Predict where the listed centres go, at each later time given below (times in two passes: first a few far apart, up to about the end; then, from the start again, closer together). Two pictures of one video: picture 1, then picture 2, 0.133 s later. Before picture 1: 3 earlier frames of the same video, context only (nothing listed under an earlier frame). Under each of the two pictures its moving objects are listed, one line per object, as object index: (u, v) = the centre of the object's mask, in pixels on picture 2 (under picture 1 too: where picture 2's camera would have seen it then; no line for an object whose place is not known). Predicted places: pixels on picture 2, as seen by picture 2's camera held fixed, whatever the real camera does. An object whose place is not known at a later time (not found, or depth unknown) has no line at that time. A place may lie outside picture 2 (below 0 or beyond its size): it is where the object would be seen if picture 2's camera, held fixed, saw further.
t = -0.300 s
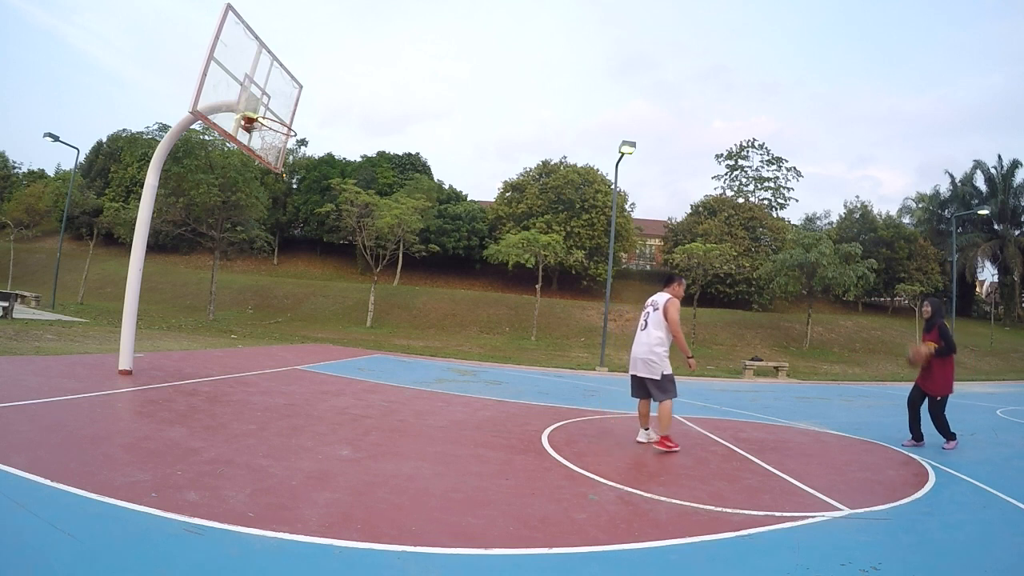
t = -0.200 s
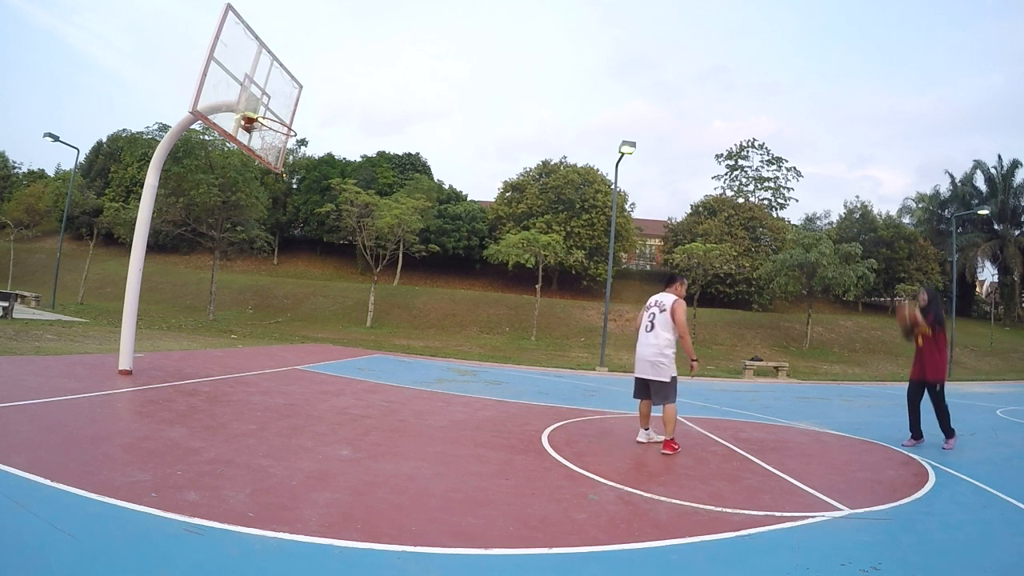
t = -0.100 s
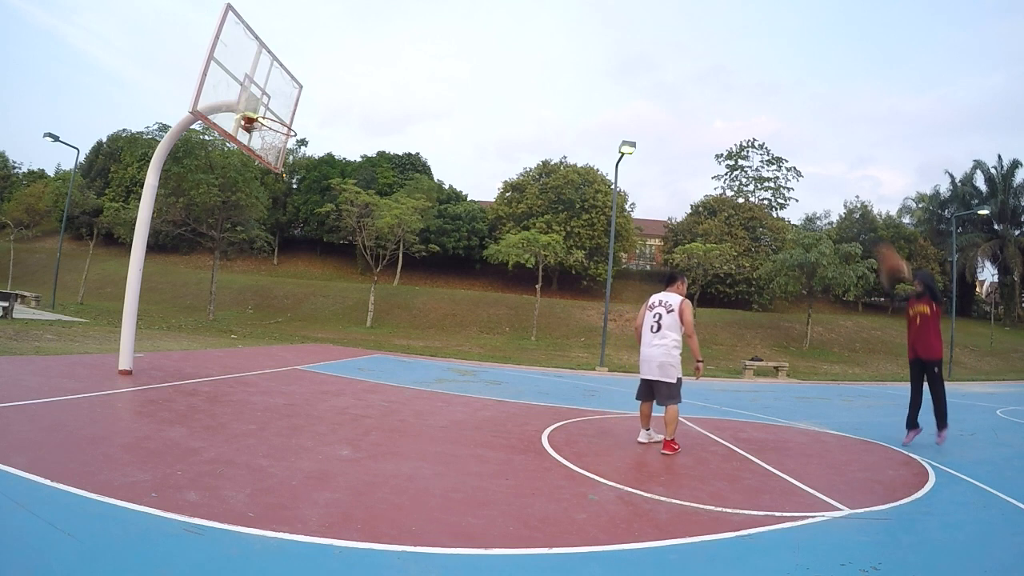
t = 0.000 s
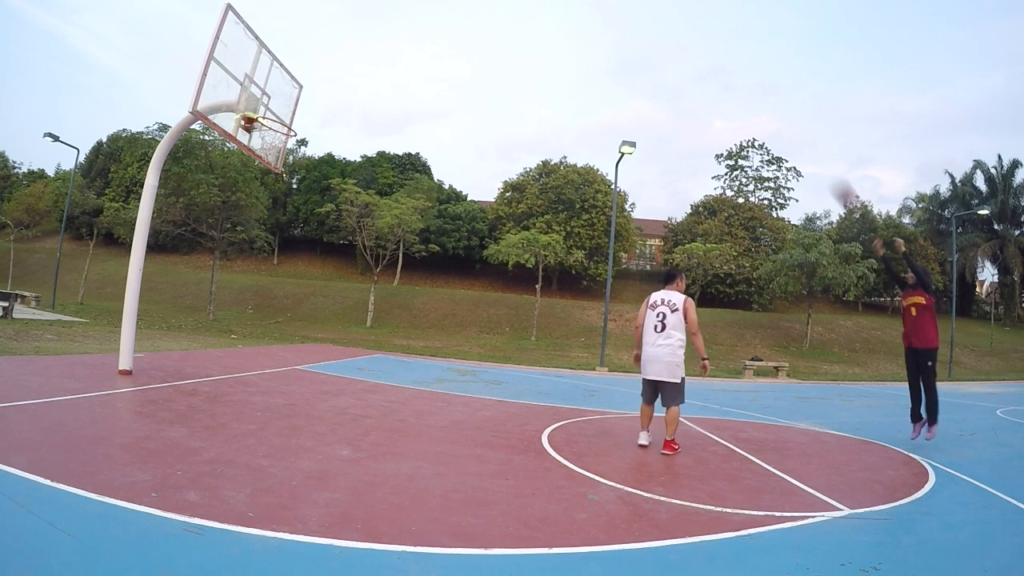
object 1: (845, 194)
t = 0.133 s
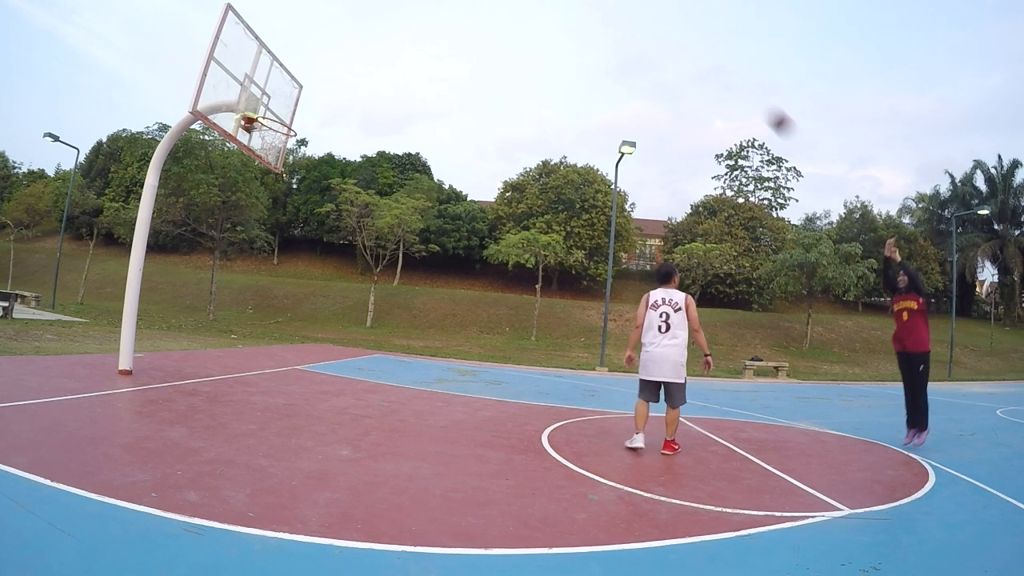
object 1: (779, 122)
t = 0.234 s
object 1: (729, 80)
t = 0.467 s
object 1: (611, 19)
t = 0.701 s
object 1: (497, 10)
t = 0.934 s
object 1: (383, 48)
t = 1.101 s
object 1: (303, 105)
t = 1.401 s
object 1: (224, 192)
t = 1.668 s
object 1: (173, 308)
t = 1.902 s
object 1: (167, 316)
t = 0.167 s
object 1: (763, 106)
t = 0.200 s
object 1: (746, 92)
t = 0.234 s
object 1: (729, 80)
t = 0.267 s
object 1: (712, 67)
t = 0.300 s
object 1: (694, 57)
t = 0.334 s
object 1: (678, 47)
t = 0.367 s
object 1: (661, 39)
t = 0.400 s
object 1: (645, 31)
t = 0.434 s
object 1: (628, 25)
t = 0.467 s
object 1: (611, 19)
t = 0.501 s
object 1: (594, 15)
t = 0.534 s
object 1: (579, 11)
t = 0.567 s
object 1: (563, 9)
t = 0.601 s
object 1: (546, 8)
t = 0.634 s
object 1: (530, 8)
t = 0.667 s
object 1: (514, 8)
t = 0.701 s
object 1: (497, 10)
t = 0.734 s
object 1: (481, 12)
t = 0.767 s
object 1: (465, 16)
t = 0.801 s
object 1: (449, 20)
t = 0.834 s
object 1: (432, 26)
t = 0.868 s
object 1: (416, 32)
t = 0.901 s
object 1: (400, 40)
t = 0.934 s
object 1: (383, 48)
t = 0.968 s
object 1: (367, 57)
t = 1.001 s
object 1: (349, 69)
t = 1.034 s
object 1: (334, 79)
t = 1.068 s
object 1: (319, 91)
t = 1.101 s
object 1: (303, 105)
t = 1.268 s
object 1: (246, 158)
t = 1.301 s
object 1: (240, 165)
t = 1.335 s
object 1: (235, 172)
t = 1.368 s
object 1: (230, 182)
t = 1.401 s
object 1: (224, 192)
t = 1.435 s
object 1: (217, 203)
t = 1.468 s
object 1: (211, 215)
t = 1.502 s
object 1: (206, 227)
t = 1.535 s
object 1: (199, 241)
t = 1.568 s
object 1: (193, 256)
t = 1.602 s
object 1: (184, 273)
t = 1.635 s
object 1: (179, 291)
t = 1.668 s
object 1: (173, 308)
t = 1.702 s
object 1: (168, 327)
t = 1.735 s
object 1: (161, 349)
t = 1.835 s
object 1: (161, 343)
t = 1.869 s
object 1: (164, 328)
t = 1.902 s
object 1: (167, 316)
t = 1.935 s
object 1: (171, 302)
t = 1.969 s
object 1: (174, 290)
